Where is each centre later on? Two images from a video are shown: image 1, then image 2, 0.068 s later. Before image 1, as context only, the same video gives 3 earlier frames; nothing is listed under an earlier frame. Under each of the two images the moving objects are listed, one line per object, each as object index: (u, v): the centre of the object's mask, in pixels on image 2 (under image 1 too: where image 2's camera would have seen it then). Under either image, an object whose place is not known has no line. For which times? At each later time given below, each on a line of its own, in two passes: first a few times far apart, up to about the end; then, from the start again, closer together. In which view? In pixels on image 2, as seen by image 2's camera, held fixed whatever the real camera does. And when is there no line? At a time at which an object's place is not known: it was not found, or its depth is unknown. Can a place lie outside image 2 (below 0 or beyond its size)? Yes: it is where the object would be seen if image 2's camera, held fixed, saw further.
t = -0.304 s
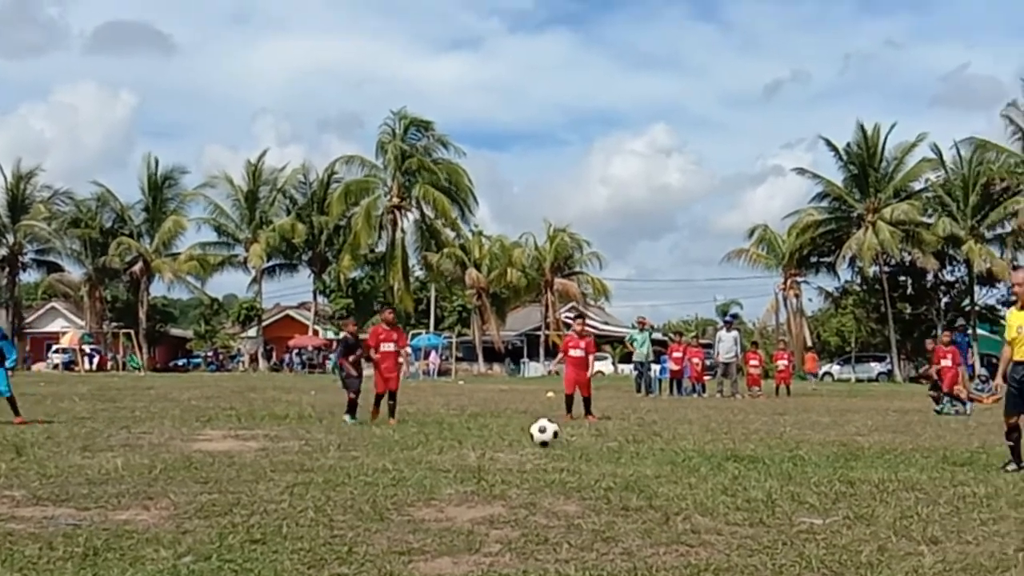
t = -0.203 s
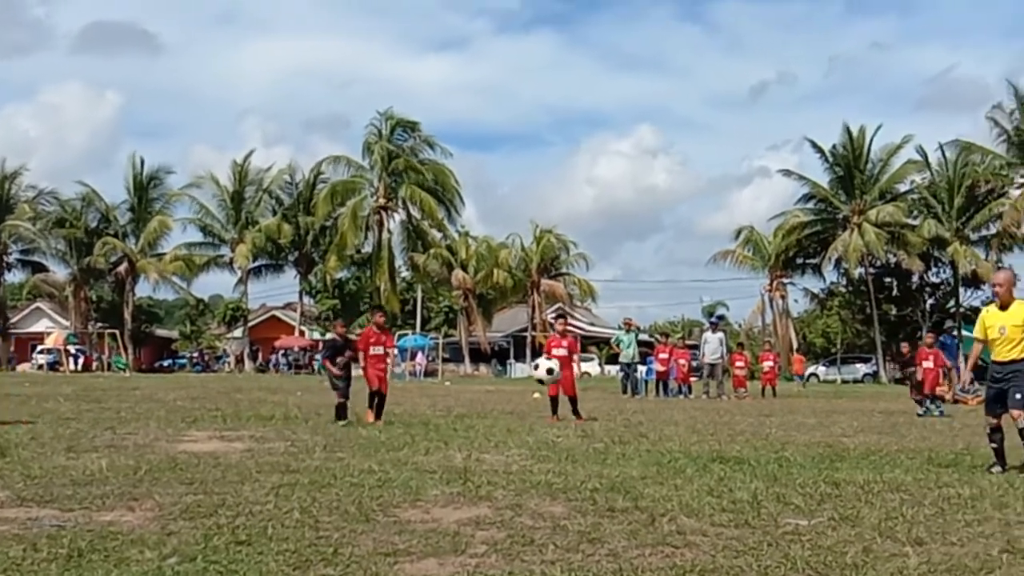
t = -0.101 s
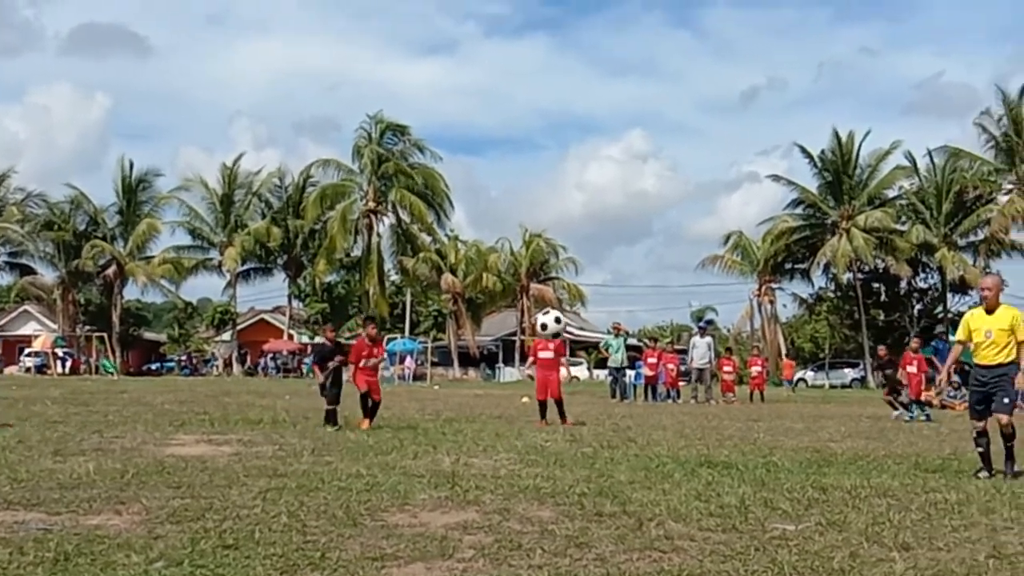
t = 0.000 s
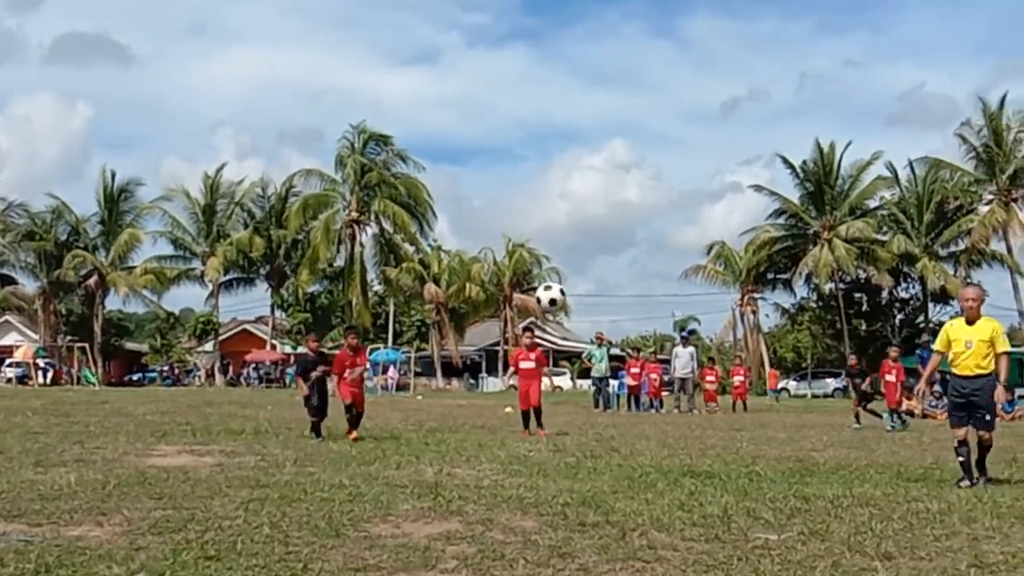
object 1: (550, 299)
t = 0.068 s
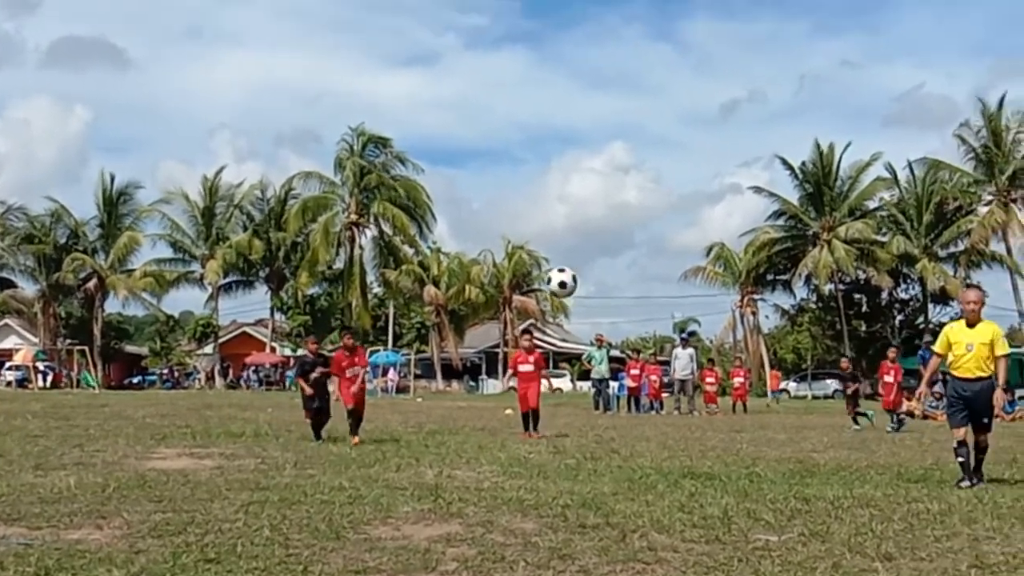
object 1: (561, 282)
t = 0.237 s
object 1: (589, 269)
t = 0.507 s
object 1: (639, 341)
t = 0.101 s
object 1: (566, 276)
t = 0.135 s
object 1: (572, 272)
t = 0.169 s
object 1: (578, 269)
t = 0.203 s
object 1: (583, 268)
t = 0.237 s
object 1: (589, 269)
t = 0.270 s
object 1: (596, 271)
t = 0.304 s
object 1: (601, 275)
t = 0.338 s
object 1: (608, 281)
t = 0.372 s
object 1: (614, 289)
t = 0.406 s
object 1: (620, 299)
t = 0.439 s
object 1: (627, 311)
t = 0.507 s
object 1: (639, 341)
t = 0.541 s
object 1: (646, 358)
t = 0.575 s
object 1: (652, 377)
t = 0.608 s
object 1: (659, 400)
